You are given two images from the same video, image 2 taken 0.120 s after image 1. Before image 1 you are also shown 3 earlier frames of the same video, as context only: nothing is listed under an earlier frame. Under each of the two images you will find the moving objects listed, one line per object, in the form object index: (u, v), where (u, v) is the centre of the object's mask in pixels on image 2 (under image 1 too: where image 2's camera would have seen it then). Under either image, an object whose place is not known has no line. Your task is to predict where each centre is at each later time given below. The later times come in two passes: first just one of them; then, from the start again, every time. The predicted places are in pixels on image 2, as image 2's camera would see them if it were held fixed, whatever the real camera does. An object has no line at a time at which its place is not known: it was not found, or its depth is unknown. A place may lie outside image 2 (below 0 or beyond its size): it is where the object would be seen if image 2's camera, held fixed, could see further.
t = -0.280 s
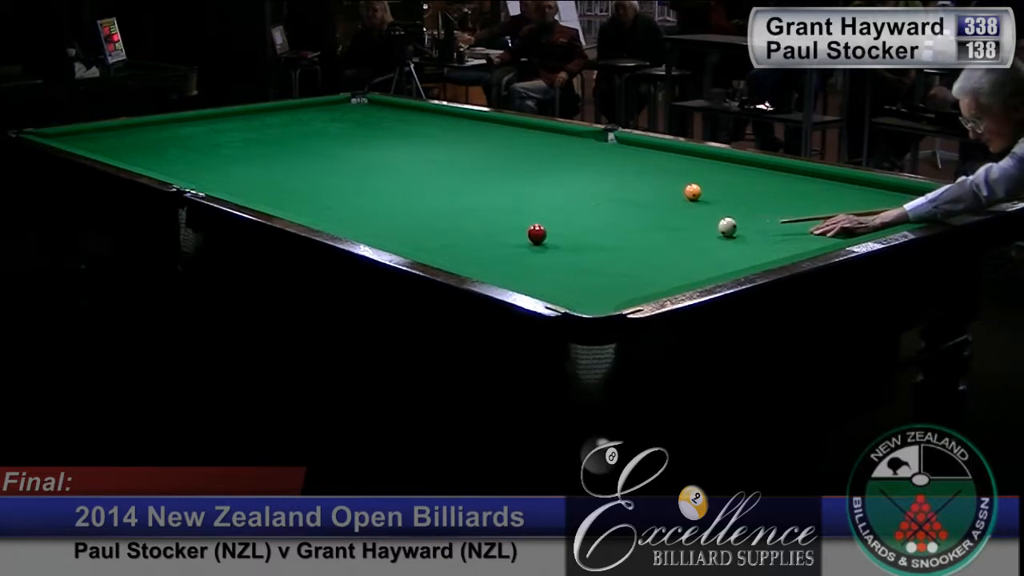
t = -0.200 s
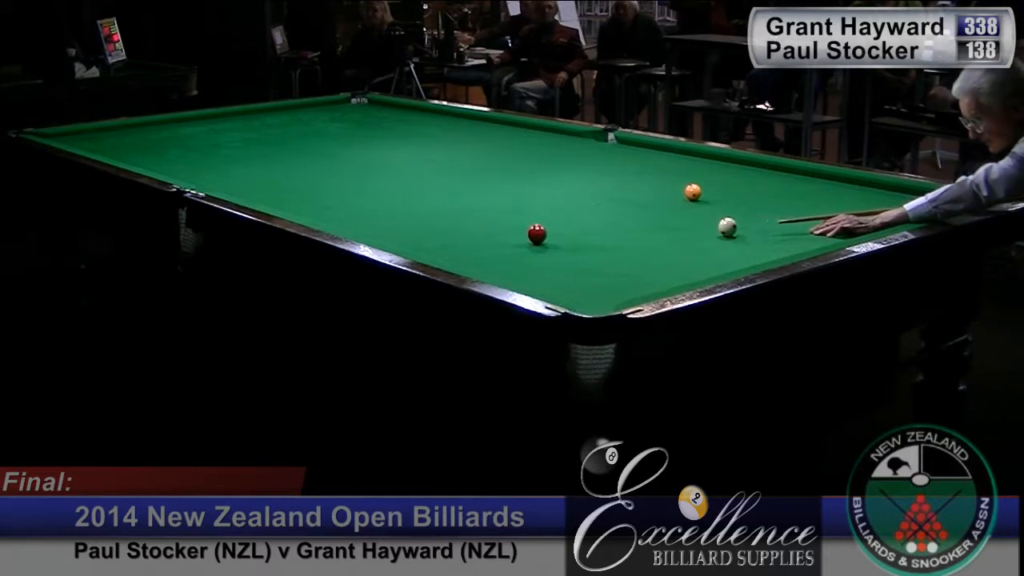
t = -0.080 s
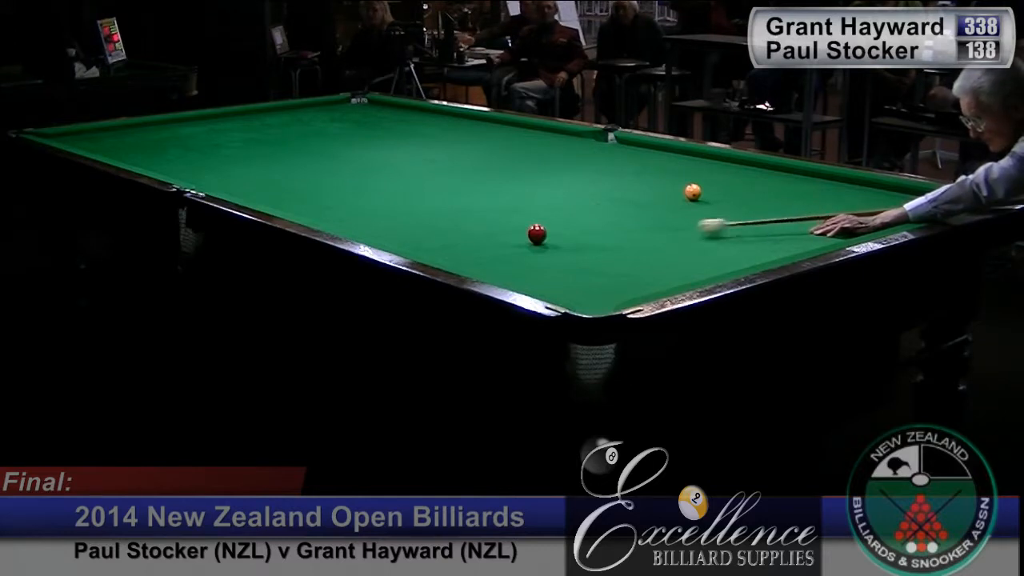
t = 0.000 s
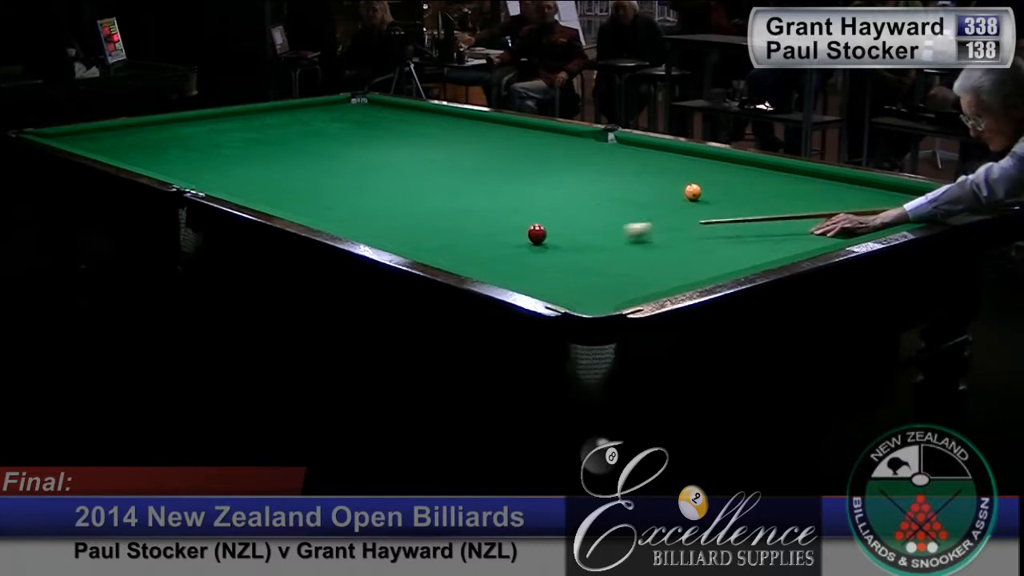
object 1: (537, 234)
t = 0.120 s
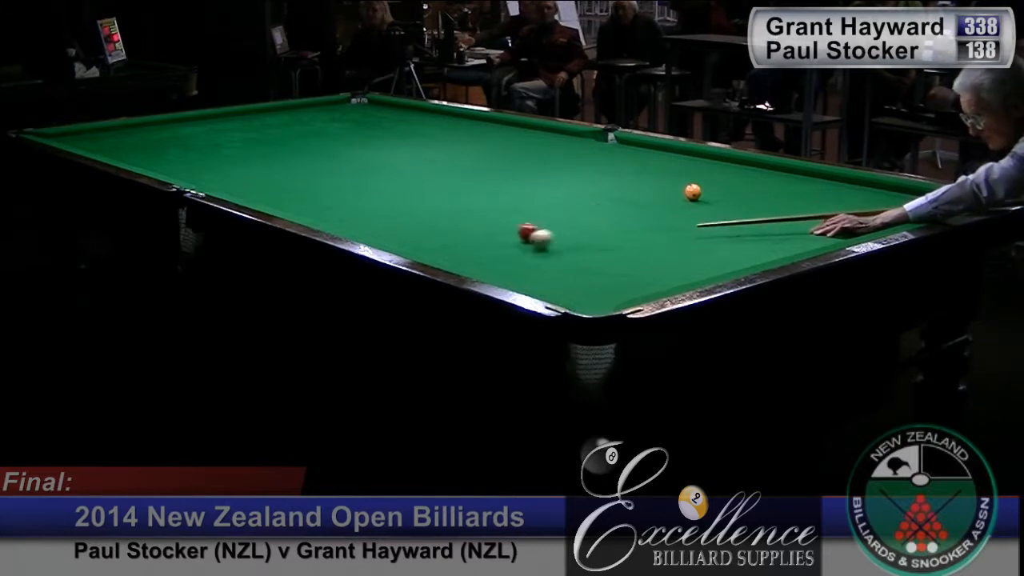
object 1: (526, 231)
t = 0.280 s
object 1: (476, 223)
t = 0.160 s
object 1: (512, 229)
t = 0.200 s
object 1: (499, 227)
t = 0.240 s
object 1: (487, 225)
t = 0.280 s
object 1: (476, 223)
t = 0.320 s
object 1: (466, 222)
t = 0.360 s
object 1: (456, 220)
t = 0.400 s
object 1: (445, 218)
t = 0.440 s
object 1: (436, 216)
